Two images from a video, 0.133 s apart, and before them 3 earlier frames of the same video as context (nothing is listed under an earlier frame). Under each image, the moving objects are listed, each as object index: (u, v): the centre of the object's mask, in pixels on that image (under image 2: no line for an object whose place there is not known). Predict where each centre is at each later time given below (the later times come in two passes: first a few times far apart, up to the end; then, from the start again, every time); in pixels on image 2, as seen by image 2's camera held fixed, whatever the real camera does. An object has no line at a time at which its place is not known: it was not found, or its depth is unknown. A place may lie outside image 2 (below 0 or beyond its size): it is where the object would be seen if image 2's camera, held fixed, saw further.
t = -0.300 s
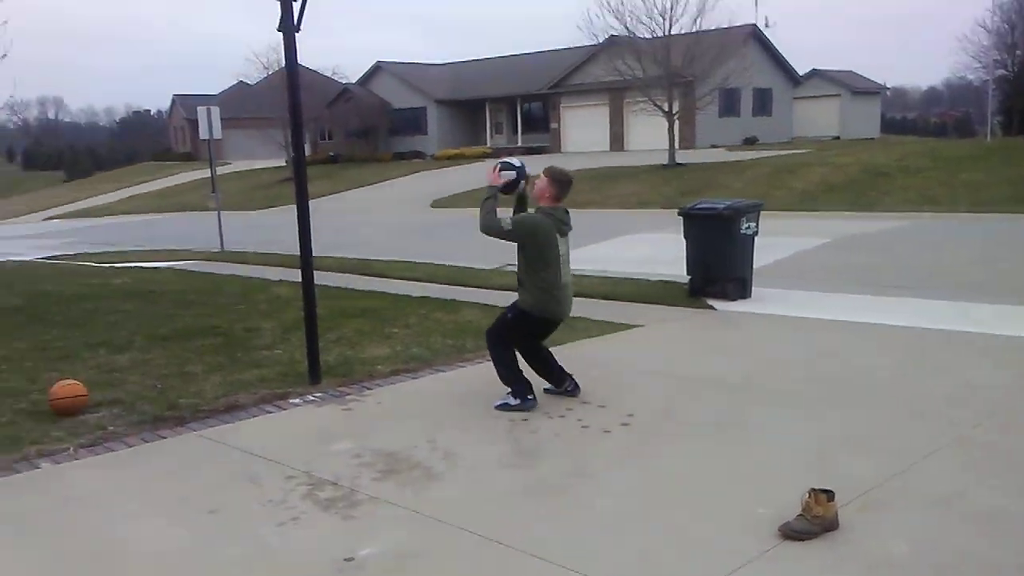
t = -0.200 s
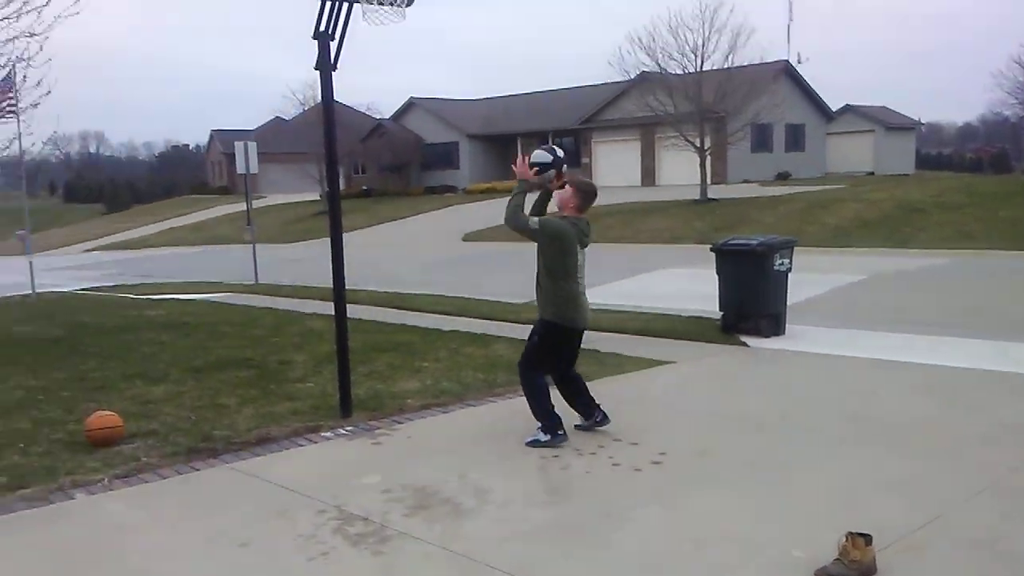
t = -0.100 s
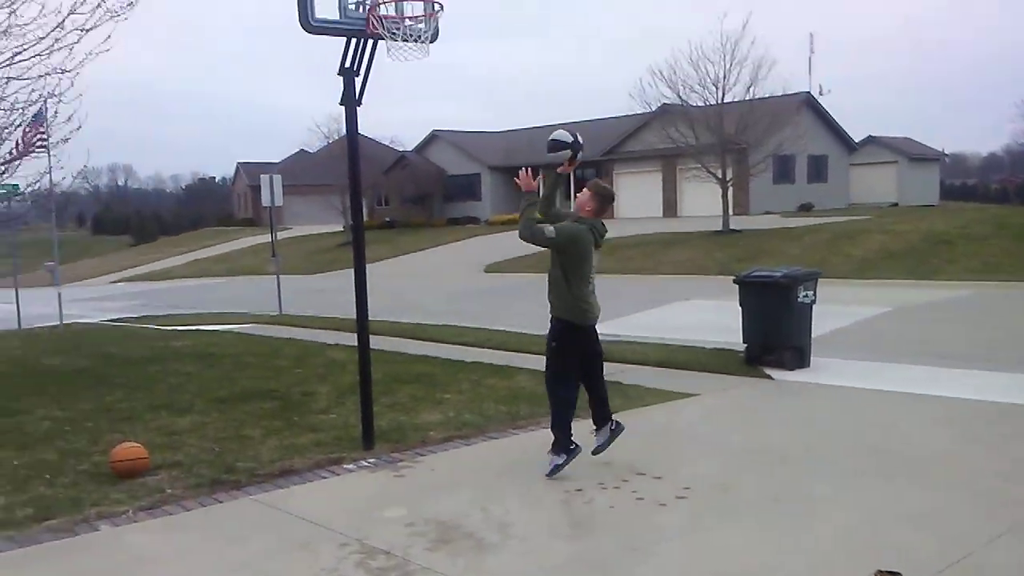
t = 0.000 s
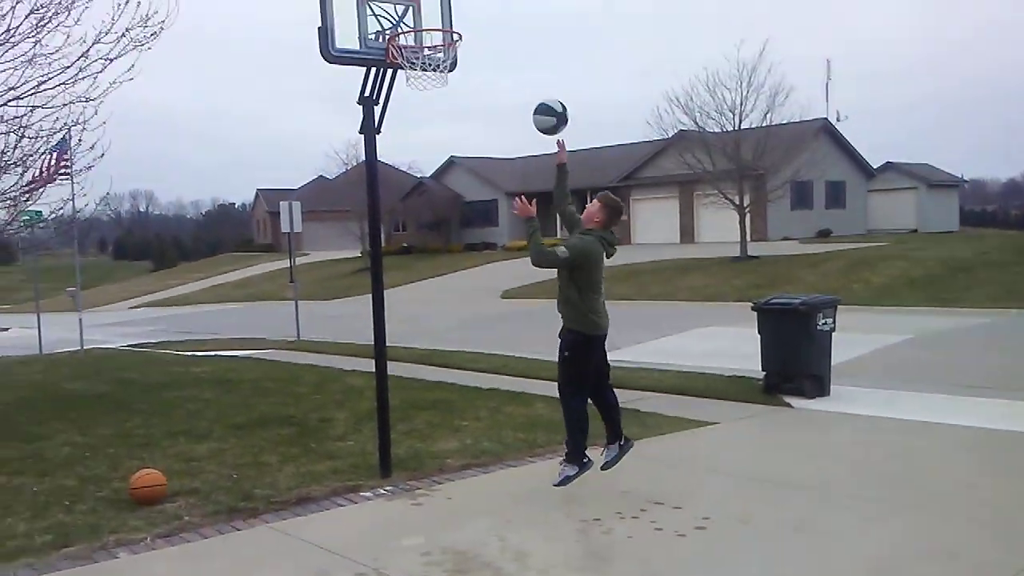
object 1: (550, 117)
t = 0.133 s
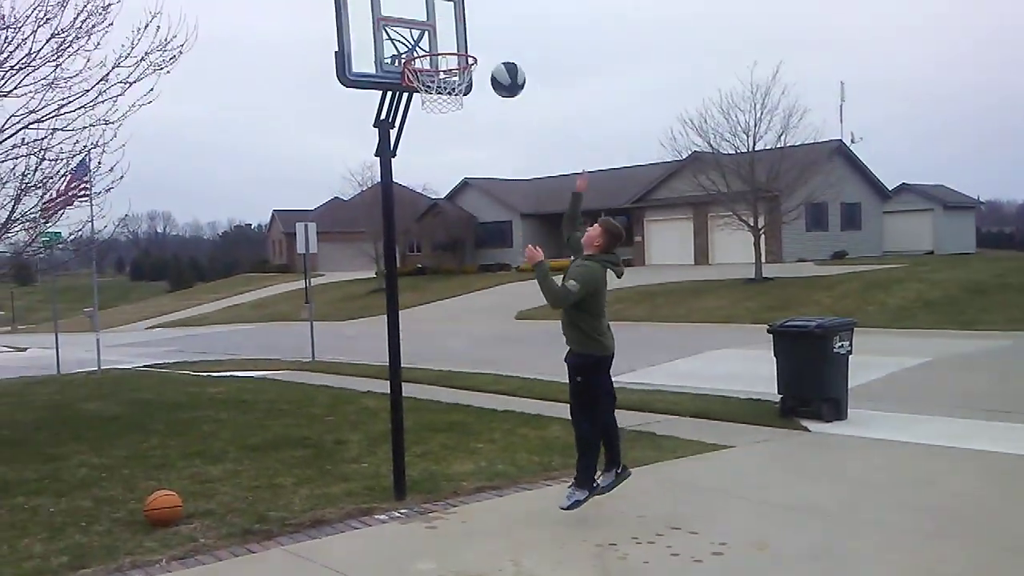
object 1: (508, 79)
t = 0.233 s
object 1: (467, 50)
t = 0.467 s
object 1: (455, 44)
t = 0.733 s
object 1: (411, 84)
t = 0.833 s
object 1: (414, 93)
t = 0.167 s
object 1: (494, 69)
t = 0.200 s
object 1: (484, 58)
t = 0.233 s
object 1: (467, 50)
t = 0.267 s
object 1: (454, 46)
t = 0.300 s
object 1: (444, 40)
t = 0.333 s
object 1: (447, 40)
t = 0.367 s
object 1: (449, 38)
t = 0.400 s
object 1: (451, 38)
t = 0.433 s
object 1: (454, 40)
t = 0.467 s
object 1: (455, 44)
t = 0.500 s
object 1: (458, 49)
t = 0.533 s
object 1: (454, 53)
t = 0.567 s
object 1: (448, 57)
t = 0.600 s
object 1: (441, 61)
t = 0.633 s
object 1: (434, 67)
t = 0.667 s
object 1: (425, 72)
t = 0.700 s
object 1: (417, 81)
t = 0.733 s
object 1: (411, 84)
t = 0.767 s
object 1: (413, 82)
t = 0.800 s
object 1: (415, 83)
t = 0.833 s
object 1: (414, 93)
